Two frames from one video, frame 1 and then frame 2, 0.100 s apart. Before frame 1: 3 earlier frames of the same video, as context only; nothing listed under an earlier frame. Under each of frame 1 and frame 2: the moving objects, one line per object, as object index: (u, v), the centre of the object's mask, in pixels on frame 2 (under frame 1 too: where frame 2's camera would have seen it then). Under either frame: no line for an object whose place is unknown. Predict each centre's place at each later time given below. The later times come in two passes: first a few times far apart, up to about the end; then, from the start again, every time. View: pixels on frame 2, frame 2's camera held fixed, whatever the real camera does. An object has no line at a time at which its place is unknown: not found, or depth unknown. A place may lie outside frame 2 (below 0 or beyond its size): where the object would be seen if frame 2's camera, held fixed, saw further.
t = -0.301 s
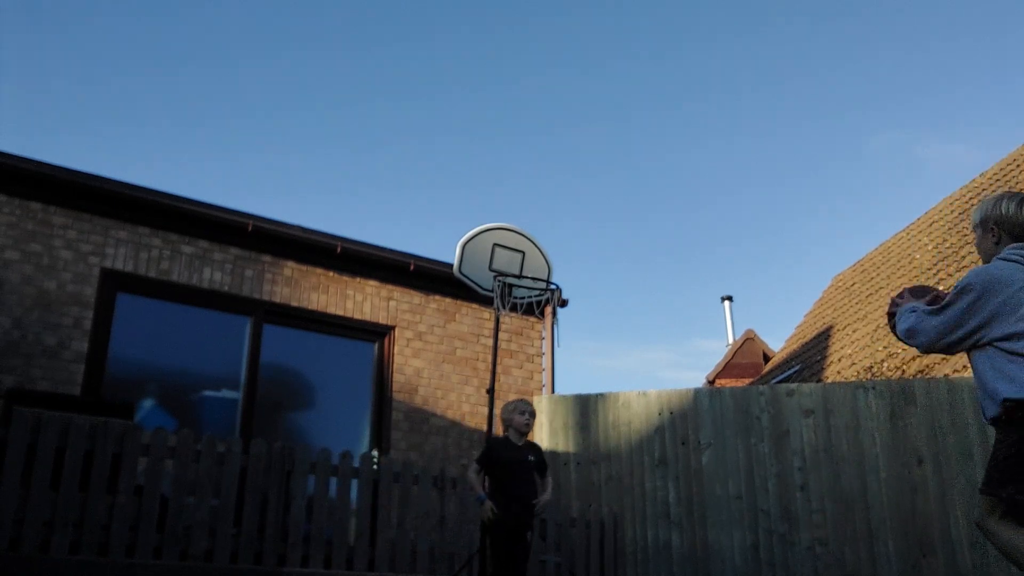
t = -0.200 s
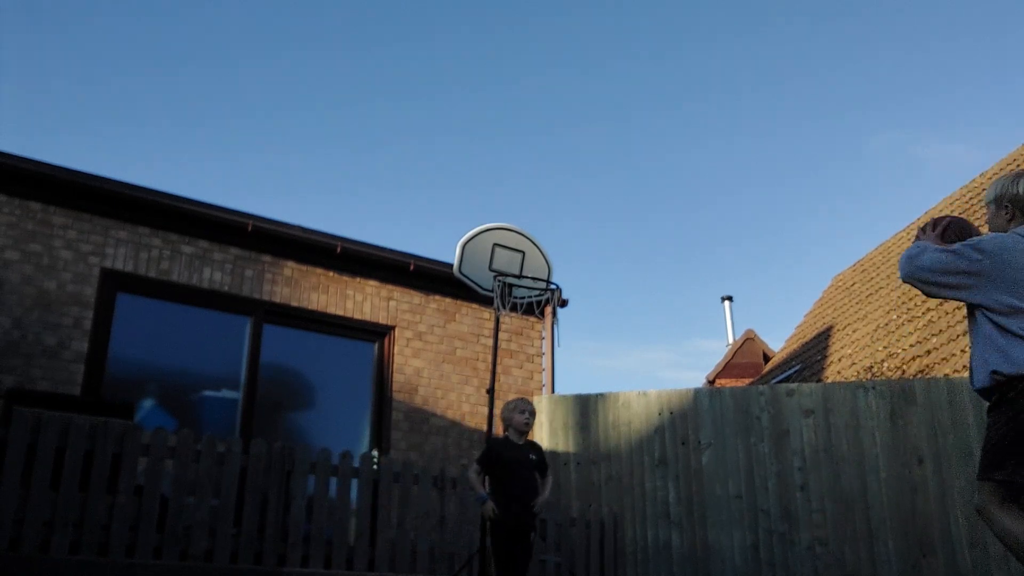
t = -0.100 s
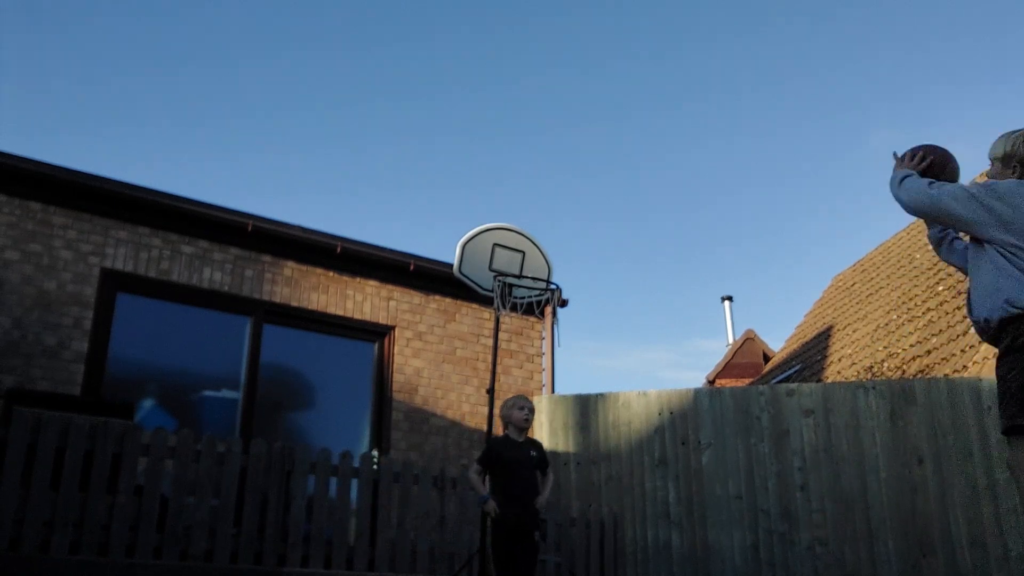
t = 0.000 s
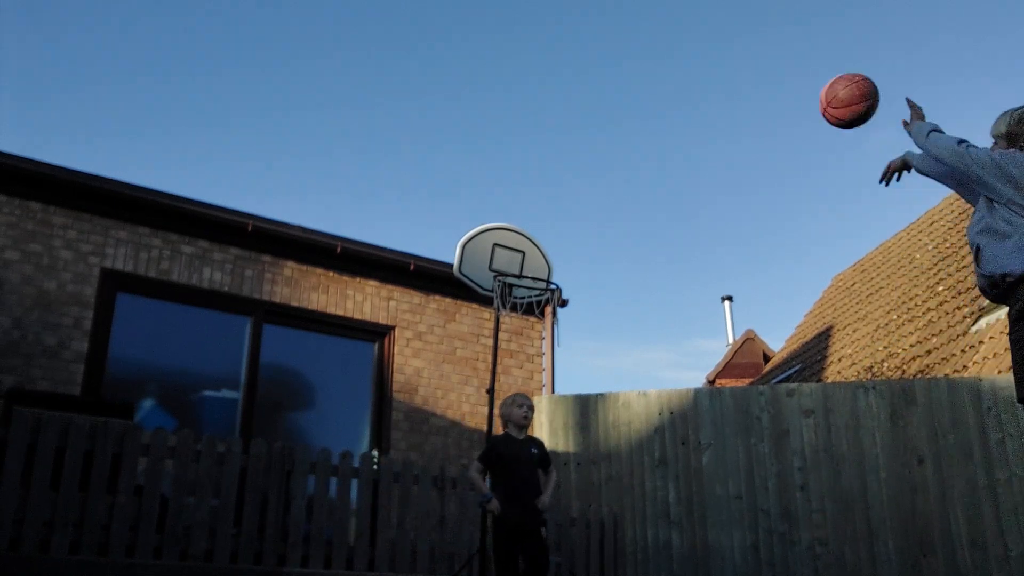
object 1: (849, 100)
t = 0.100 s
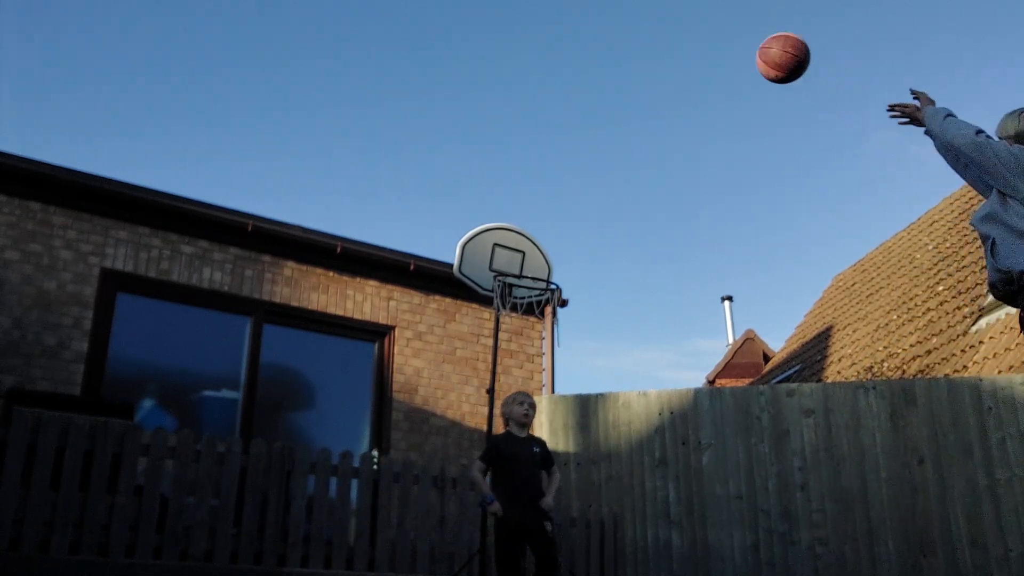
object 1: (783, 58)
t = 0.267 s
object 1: (699, 39)
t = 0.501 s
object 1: (614, 89)
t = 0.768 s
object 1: (539, 232)
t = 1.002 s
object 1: (498, 411)
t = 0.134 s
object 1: (764, 50)
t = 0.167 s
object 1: (746, 44)
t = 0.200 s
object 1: (730, 40)
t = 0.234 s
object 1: (714, 38)
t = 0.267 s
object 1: (699, 39)
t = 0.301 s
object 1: (685, 41)
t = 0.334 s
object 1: (672, 45)
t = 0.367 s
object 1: (659, 51)
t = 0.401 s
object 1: (647, 58)
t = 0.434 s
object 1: (636, 67)
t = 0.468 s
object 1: (624, 77)
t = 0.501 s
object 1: (614, 89)
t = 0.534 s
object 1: (603, 102)
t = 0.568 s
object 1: (594, 116)
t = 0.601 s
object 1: (584, 132)
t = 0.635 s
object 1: (575, 150)
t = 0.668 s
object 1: (565, 169)
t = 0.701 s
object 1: (557, 188)
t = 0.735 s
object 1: (548, 209)
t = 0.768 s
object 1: (539, 232)
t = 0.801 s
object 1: (531, 256)
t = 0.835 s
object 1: (523, 281)
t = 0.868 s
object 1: (516, 308)
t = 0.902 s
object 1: (506, 336)
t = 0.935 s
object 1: (500, 365)
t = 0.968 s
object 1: (499, 387)
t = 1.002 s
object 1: (498, 411)
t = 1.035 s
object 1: (498, 438)
